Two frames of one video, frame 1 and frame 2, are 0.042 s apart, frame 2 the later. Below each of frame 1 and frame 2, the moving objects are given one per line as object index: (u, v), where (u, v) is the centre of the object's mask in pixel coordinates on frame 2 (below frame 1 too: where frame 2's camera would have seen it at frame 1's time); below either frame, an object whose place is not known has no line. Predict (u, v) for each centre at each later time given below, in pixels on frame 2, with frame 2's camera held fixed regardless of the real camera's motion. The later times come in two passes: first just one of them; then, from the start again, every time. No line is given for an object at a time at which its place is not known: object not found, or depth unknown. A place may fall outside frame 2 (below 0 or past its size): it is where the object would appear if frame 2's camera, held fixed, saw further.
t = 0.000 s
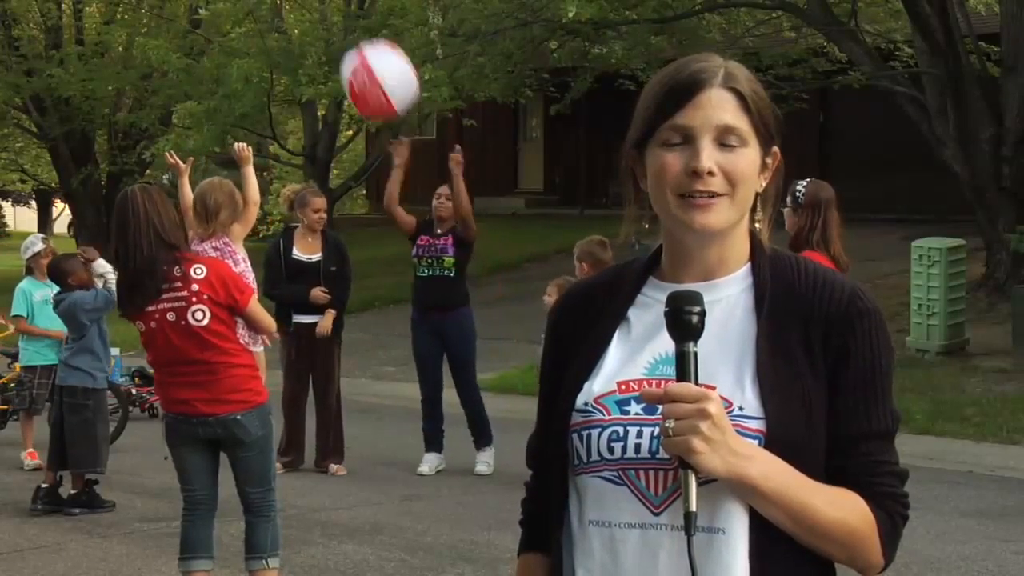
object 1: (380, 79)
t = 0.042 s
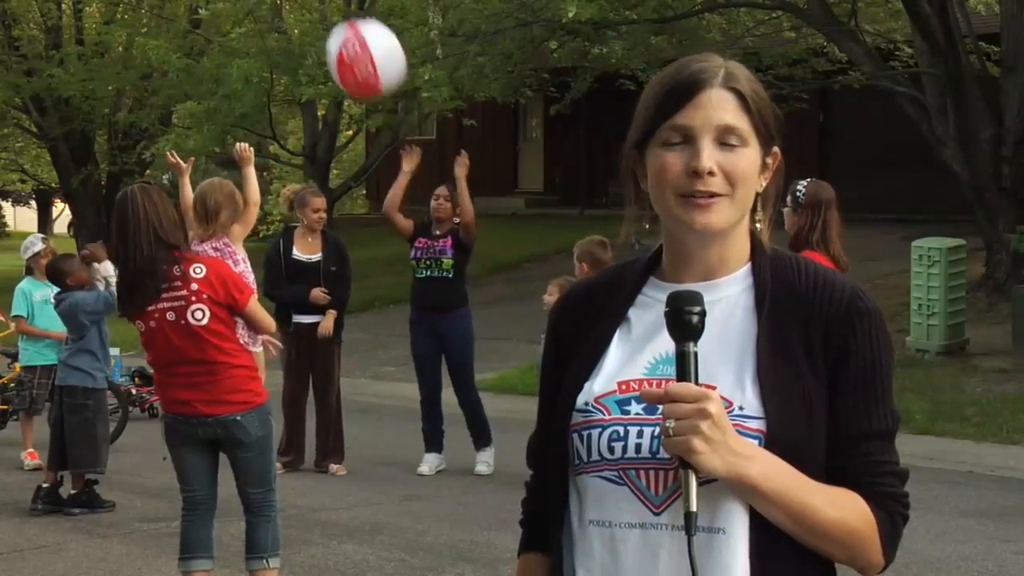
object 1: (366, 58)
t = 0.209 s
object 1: (314, 16)
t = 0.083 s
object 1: (352, 39)
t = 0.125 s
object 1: (338, 28)
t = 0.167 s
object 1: (326, 21)
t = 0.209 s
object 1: (314, 16)
